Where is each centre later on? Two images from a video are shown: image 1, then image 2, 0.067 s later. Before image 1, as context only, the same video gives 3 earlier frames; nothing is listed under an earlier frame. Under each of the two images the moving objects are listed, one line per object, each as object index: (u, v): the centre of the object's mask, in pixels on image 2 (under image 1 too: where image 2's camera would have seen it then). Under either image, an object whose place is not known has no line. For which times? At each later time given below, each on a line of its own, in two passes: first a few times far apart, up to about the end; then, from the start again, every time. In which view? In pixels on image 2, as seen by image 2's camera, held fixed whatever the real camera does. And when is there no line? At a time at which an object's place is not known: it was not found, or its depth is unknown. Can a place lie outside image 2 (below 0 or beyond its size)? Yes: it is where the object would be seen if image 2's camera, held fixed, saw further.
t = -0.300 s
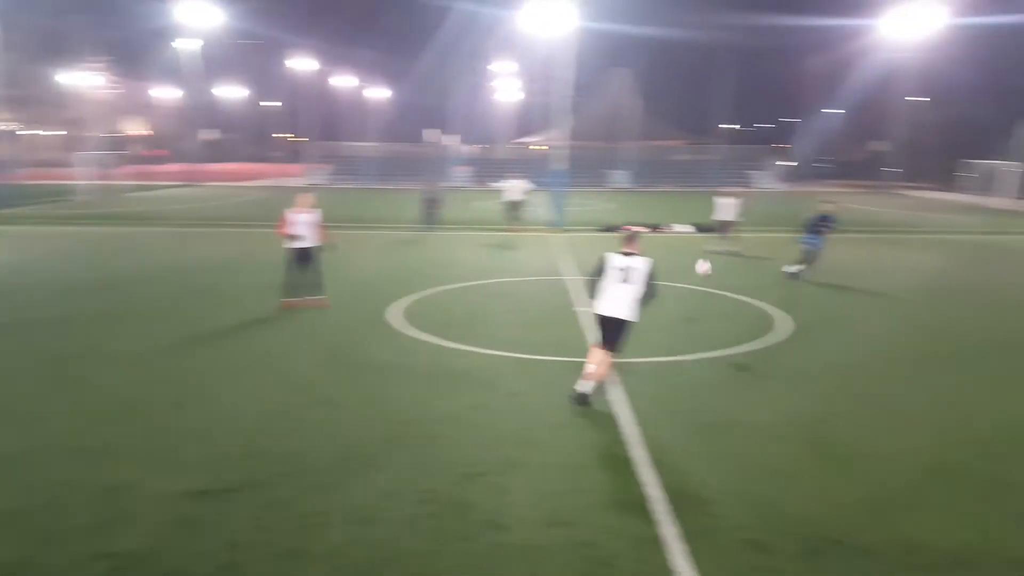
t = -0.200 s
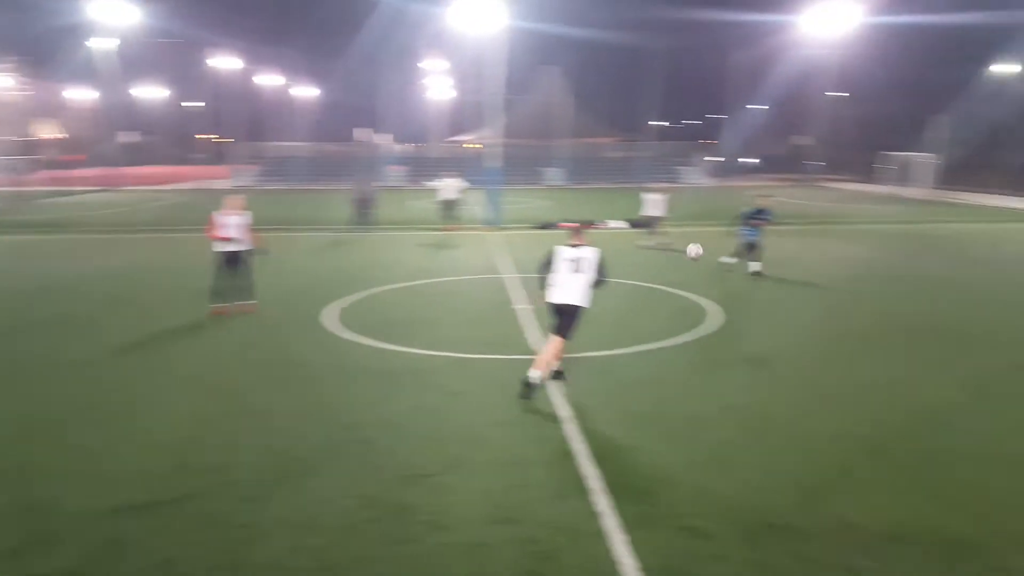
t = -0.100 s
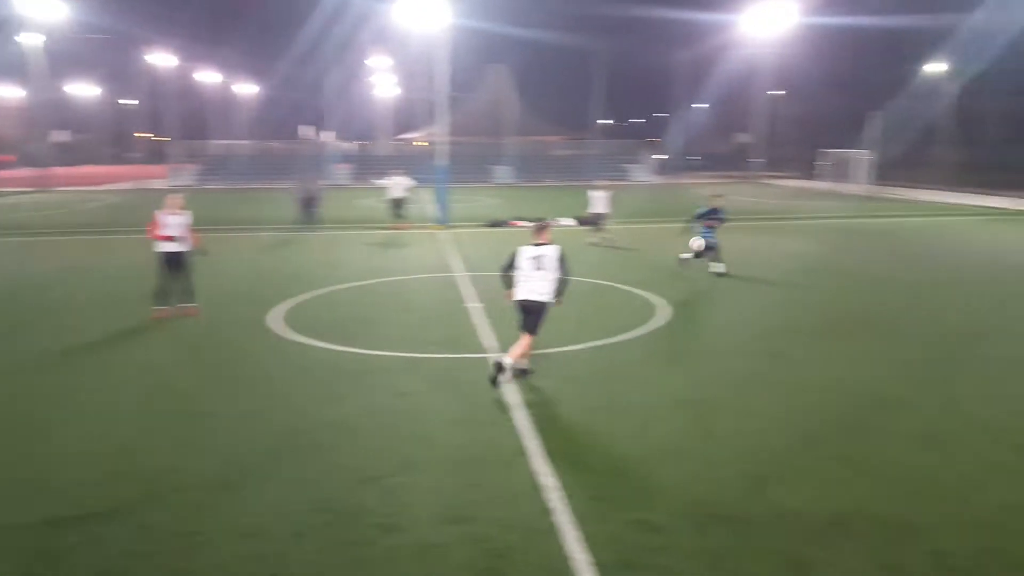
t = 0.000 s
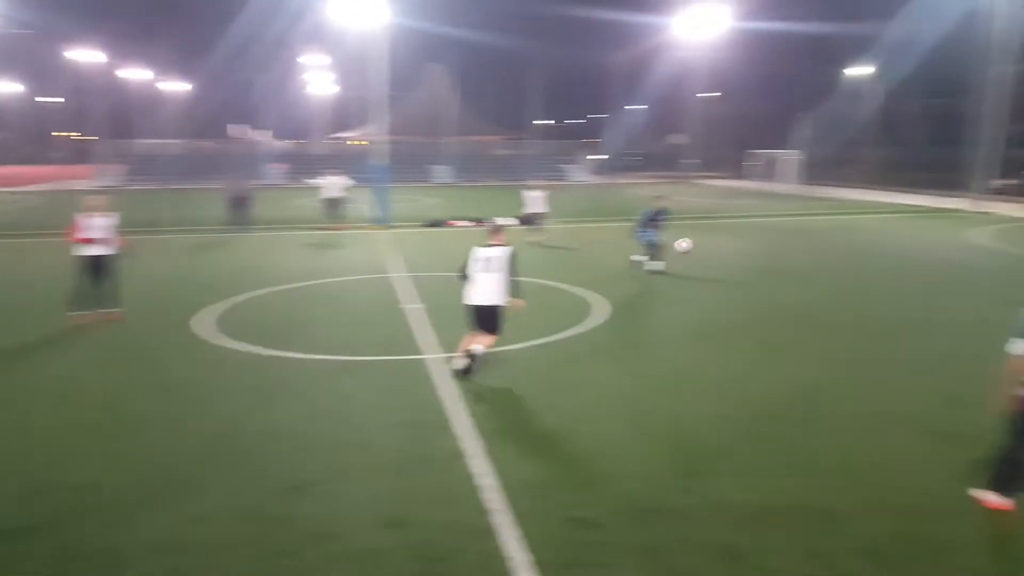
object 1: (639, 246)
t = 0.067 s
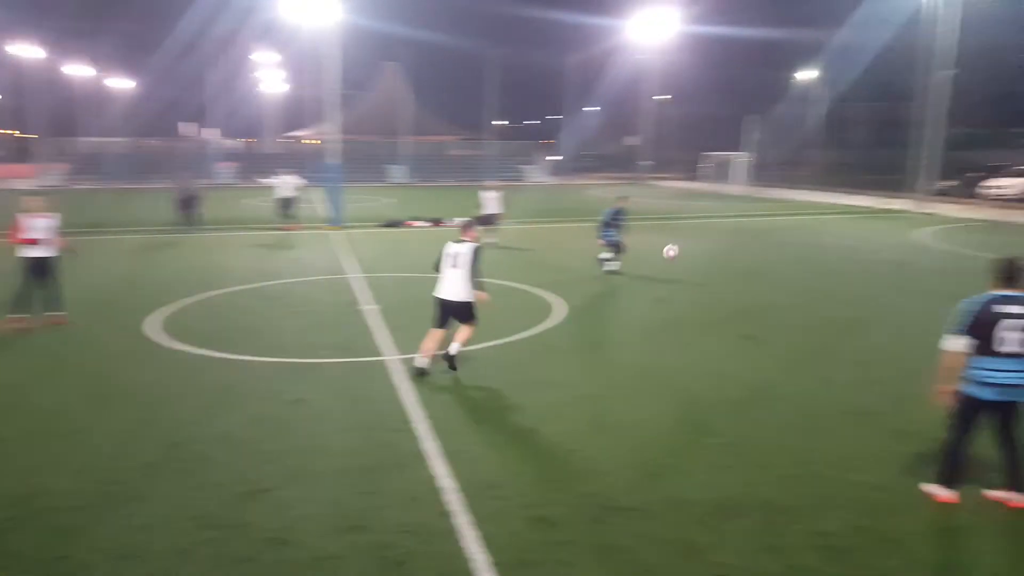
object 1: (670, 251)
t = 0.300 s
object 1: (771, 294)
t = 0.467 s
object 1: (834, 277)
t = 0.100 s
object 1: (686, 255)
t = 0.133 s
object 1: (701, 259)
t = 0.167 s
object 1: (716, 265)
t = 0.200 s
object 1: (730, 271)
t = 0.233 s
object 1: (744, 278)
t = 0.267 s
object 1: (758, 285)
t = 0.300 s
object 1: (771, 294)
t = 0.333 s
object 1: (784, 302)
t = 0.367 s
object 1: (796, 296)
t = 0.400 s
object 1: (809, 288)
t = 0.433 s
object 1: (821, 282)
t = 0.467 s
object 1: (834, 277)
